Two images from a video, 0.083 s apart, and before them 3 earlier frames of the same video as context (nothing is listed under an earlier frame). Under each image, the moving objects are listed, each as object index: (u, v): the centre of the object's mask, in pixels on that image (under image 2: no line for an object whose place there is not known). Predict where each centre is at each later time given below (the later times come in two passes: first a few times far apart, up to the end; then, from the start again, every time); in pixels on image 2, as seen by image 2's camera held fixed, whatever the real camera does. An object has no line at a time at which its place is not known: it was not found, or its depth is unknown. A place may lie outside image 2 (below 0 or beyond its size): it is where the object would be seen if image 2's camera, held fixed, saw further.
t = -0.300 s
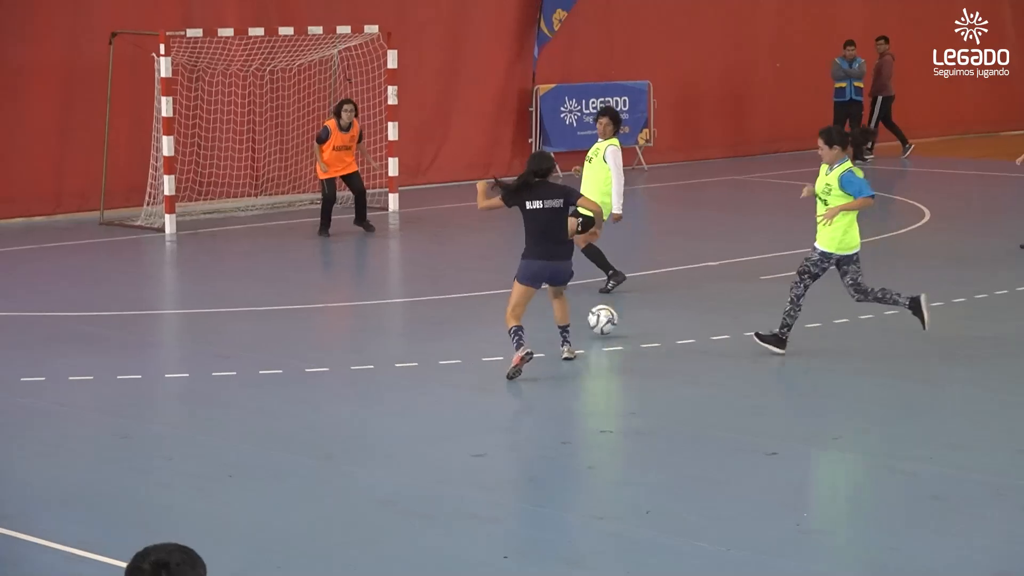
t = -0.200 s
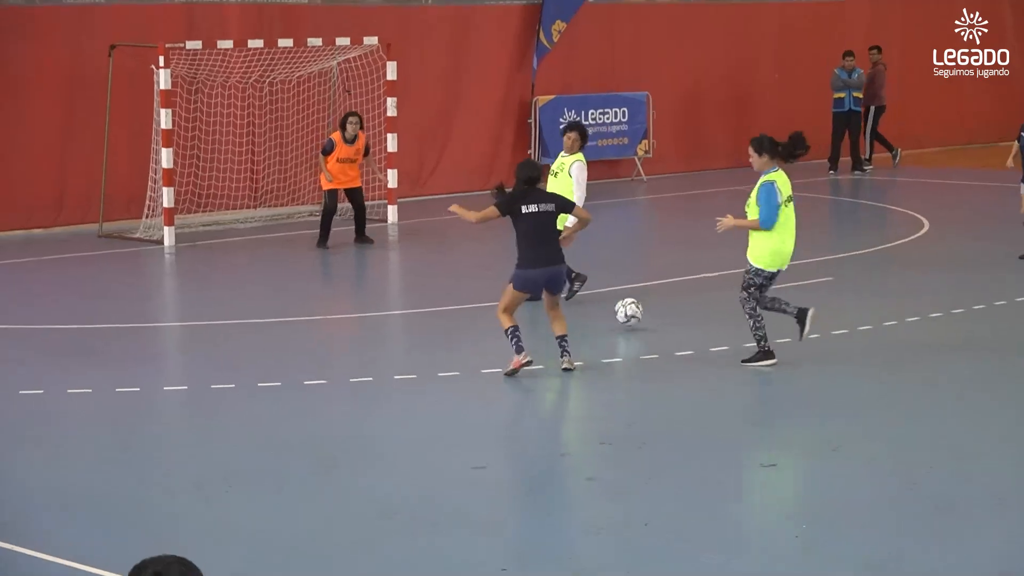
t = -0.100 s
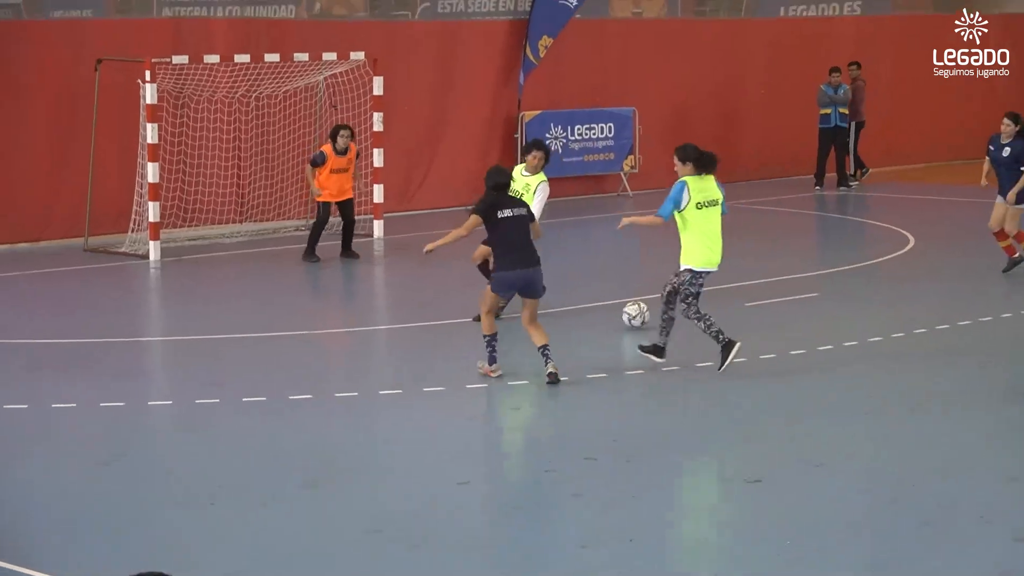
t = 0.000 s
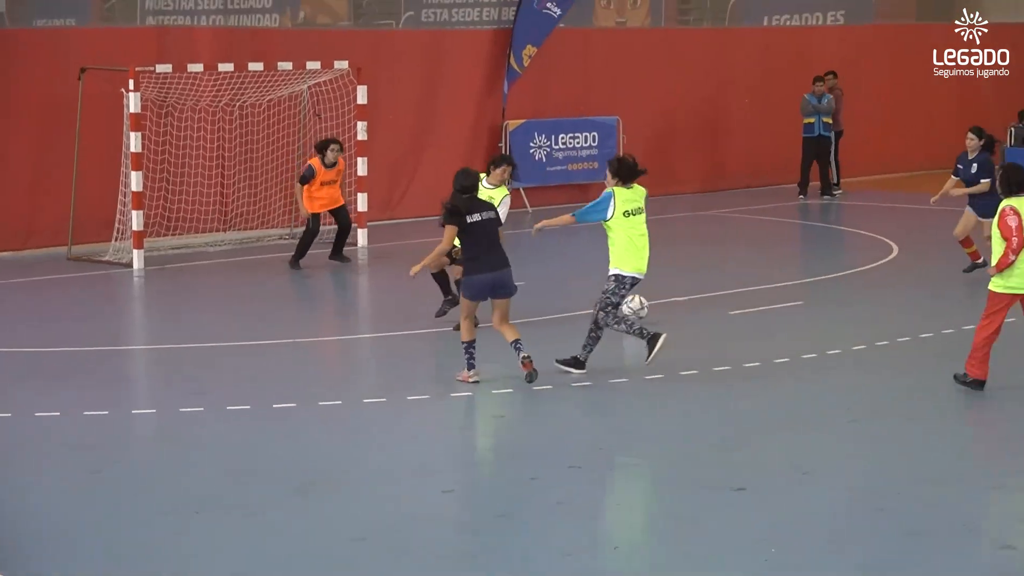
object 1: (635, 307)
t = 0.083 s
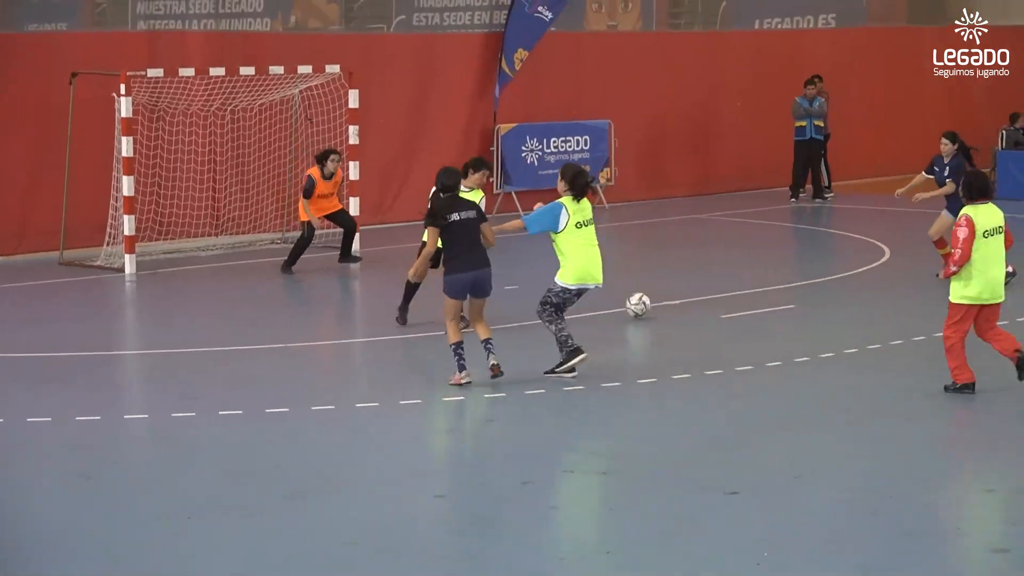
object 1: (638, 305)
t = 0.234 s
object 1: (651, 291)
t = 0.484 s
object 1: (666, 279)
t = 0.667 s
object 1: (677, 266)
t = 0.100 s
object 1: (640, 305)
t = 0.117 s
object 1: (642, 303)
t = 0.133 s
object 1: (644, 300)
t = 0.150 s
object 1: (645, 298)
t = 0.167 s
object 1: (646, 296)
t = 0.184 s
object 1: (647, 294)
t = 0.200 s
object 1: (649, 293)
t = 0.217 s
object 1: (650, 291)
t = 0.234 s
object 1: (651, 291)
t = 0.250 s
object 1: (653, 290)
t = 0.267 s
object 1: (654, 290)
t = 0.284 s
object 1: (655, 290)
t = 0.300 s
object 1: (657, 290)
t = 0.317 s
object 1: (657, 287)
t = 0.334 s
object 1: (658, 285)
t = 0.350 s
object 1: (659, 283)
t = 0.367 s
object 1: (660, 281)
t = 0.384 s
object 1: (661, 280)
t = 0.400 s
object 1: (662, 279)
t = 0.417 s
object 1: (663, 278)
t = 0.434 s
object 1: (663, 278)
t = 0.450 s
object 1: (665, 278)
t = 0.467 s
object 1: (665, 278)
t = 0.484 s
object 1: (666, 279)
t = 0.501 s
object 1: (667, 277)
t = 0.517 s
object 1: (668, 275)
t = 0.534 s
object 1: (669, 273)
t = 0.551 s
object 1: (670, 272)
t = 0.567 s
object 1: (670, 270)
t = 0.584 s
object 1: (671, 270)
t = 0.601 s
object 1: (673, 270)
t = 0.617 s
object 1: (674, 269)
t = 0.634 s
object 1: (675, 268)
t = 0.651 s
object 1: (676, 267)
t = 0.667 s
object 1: (677, 266)
